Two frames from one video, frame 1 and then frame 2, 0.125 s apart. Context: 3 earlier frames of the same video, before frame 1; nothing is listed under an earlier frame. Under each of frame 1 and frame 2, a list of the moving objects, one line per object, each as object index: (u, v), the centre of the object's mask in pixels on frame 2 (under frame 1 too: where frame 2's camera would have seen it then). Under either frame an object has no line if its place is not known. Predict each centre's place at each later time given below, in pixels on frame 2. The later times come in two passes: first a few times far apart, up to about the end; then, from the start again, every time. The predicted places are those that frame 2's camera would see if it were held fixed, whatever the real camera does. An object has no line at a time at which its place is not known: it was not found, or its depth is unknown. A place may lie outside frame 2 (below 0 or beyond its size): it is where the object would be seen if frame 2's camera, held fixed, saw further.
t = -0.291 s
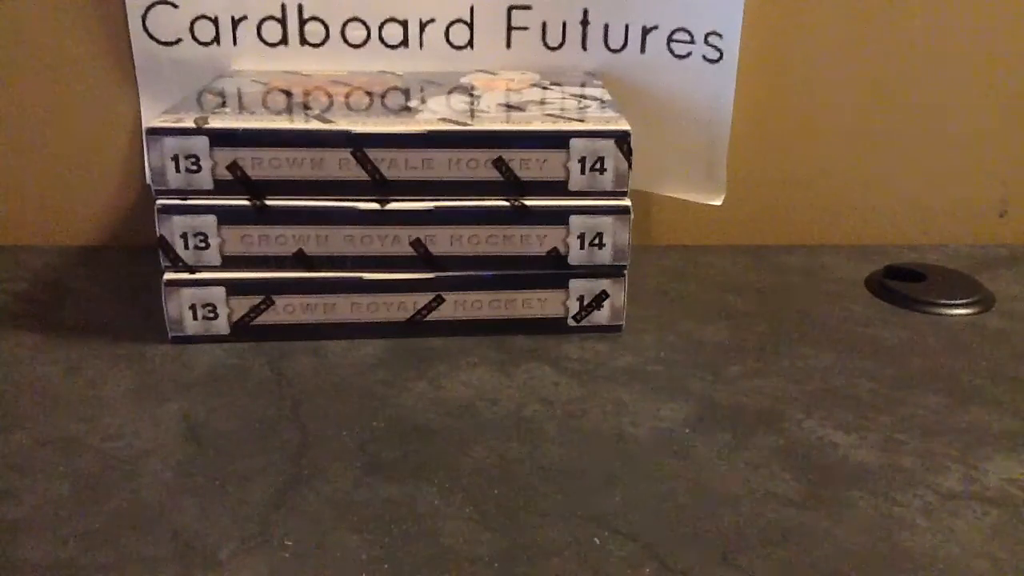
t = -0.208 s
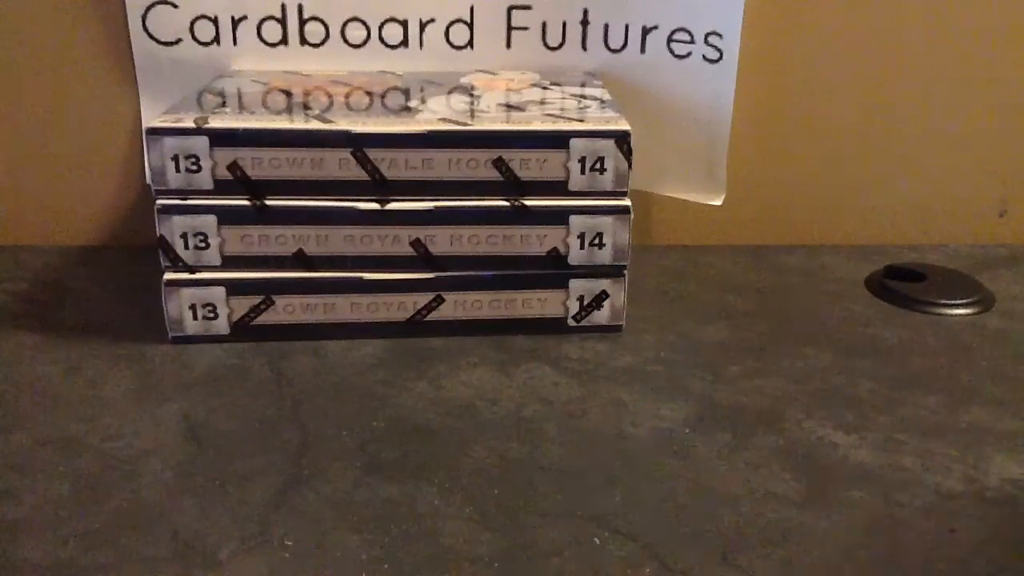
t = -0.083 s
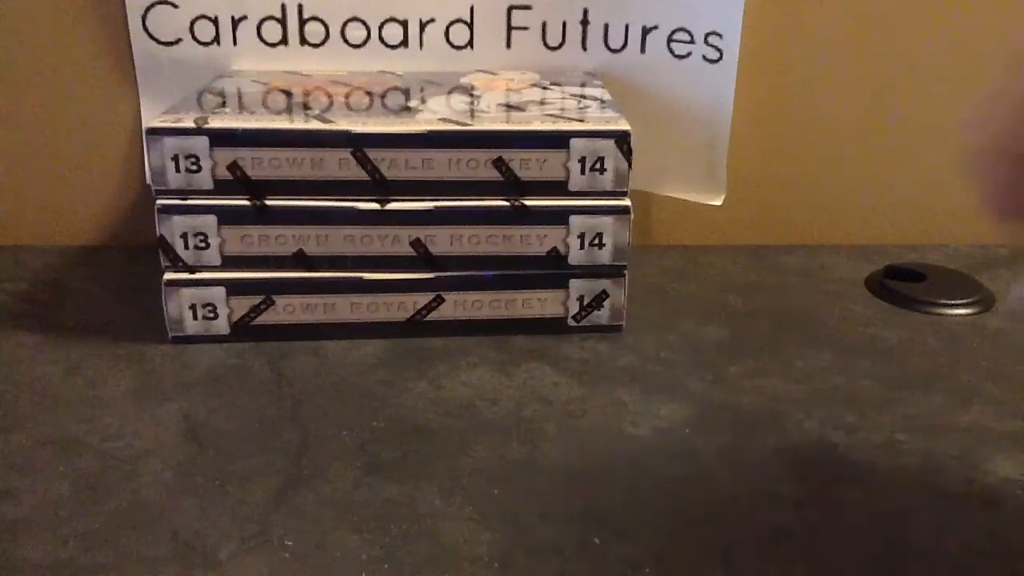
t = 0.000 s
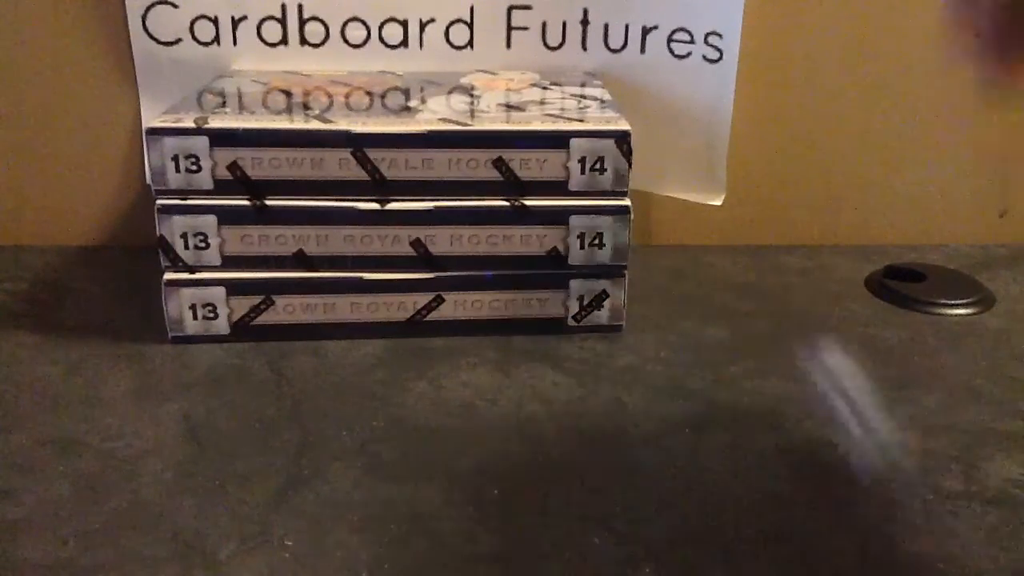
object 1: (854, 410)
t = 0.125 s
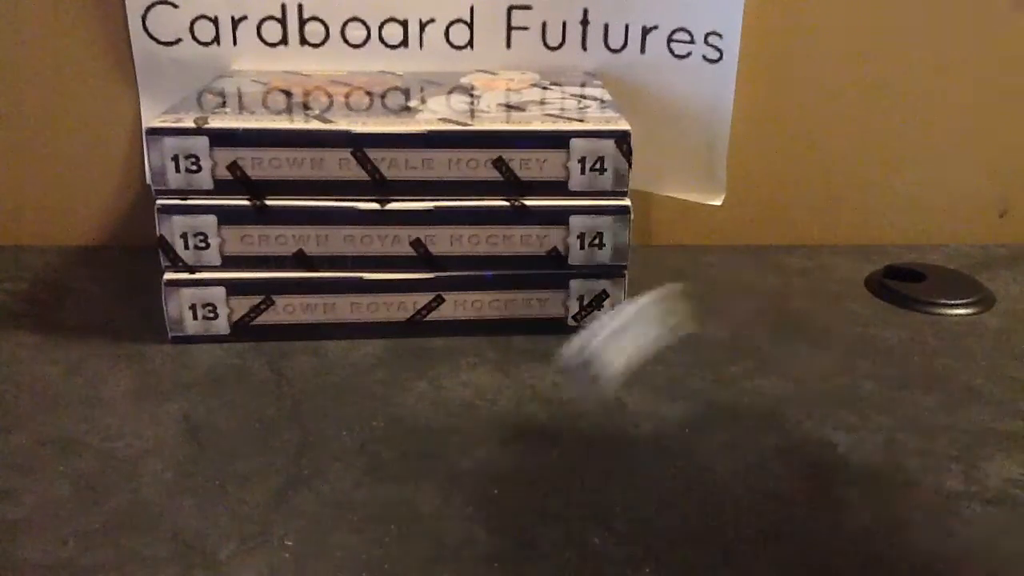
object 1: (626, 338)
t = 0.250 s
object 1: (455, 344)
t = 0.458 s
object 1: (273, 330)
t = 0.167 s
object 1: (557, 378)
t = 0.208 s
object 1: (498, 368)
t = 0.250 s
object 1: (455, 344)
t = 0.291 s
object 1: (412, 341)
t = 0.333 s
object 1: (372, 343)
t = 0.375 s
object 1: (337, 332)
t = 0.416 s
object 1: (304, 330)
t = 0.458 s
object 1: (273, 330)
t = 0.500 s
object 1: (242, 329)
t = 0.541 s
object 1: (219, 334)
